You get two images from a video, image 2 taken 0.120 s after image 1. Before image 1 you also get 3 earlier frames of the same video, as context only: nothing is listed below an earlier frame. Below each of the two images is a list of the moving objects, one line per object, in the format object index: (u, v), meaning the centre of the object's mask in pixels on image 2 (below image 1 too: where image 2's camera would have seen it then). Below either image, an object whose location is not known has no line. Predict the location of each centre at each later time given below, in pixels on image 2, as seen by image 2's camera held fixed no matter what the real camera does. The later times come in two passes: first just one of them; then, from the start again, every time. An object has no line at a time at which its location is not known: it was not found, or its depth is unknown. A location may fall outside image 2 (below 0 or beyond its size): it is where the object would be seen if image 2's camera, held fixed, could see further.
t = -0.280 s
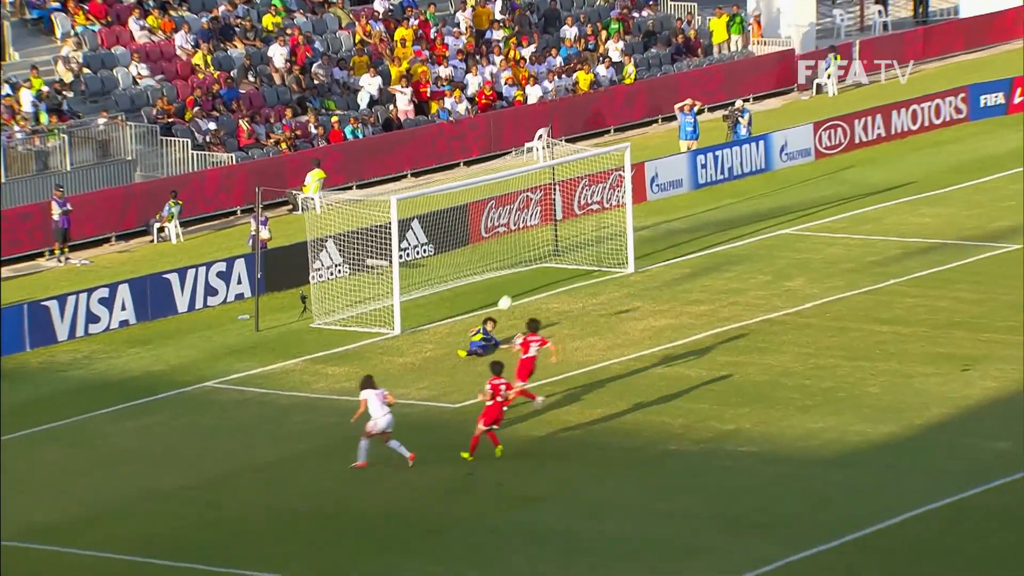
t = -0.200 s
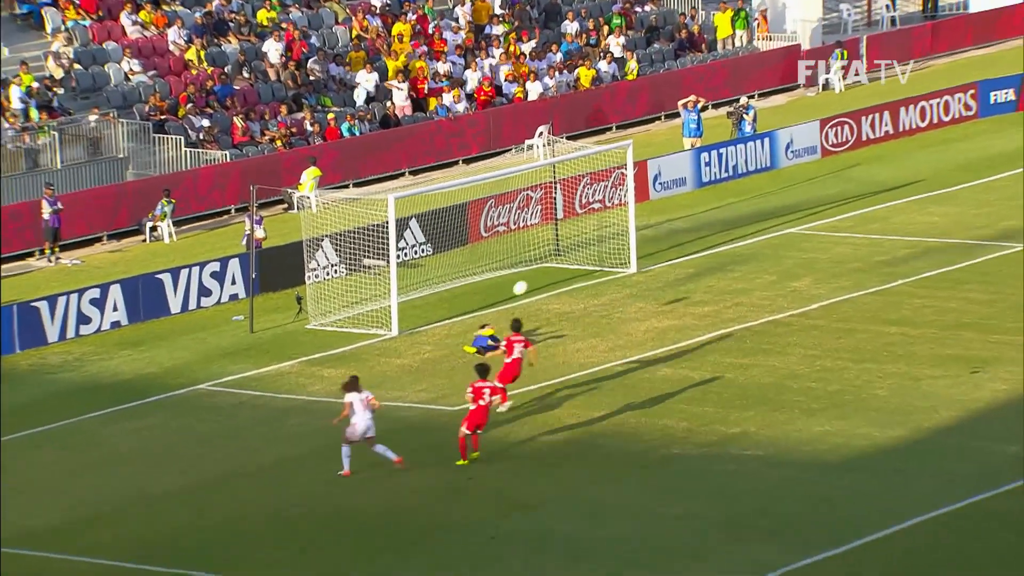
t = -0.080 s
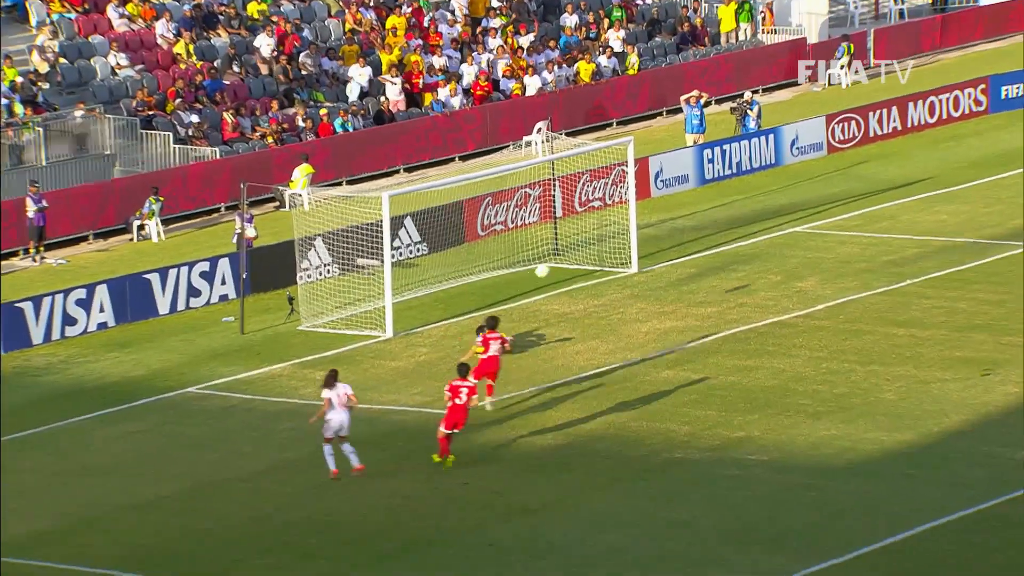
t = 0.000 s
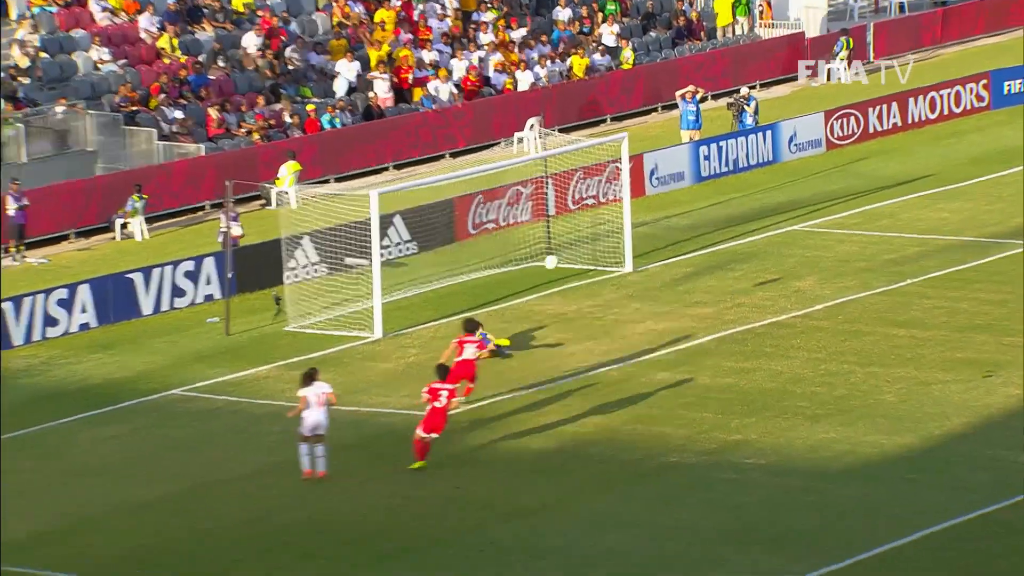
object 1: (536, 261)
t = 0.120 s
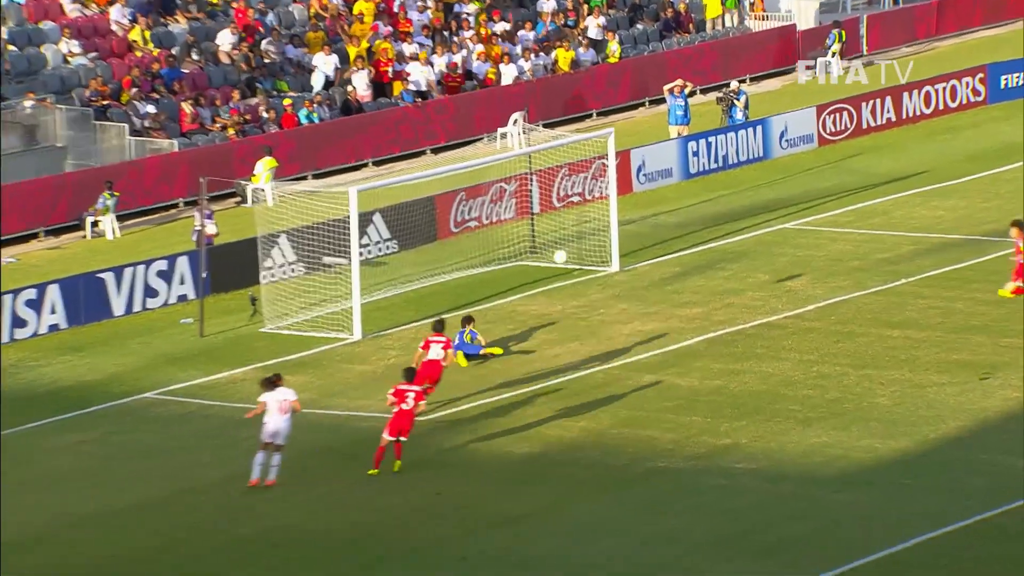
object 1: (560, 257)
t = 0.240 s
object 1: (584, 260)
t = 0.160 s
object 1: (568, 257)
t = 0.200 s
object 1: (576, 258)
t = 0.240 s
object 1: (584, 260)
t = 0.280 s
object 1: (592, 263)
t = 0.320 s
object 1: (599, 267)
